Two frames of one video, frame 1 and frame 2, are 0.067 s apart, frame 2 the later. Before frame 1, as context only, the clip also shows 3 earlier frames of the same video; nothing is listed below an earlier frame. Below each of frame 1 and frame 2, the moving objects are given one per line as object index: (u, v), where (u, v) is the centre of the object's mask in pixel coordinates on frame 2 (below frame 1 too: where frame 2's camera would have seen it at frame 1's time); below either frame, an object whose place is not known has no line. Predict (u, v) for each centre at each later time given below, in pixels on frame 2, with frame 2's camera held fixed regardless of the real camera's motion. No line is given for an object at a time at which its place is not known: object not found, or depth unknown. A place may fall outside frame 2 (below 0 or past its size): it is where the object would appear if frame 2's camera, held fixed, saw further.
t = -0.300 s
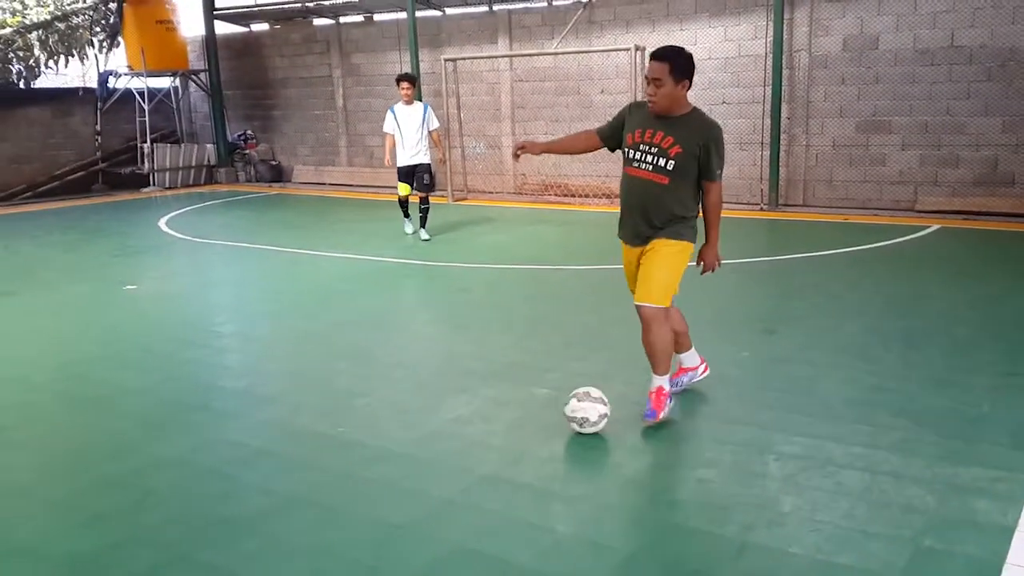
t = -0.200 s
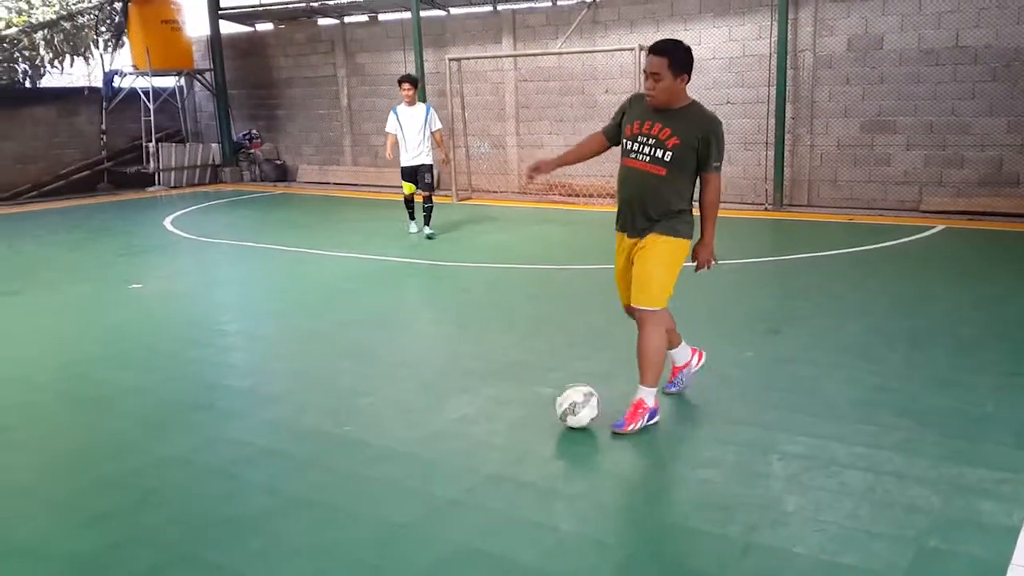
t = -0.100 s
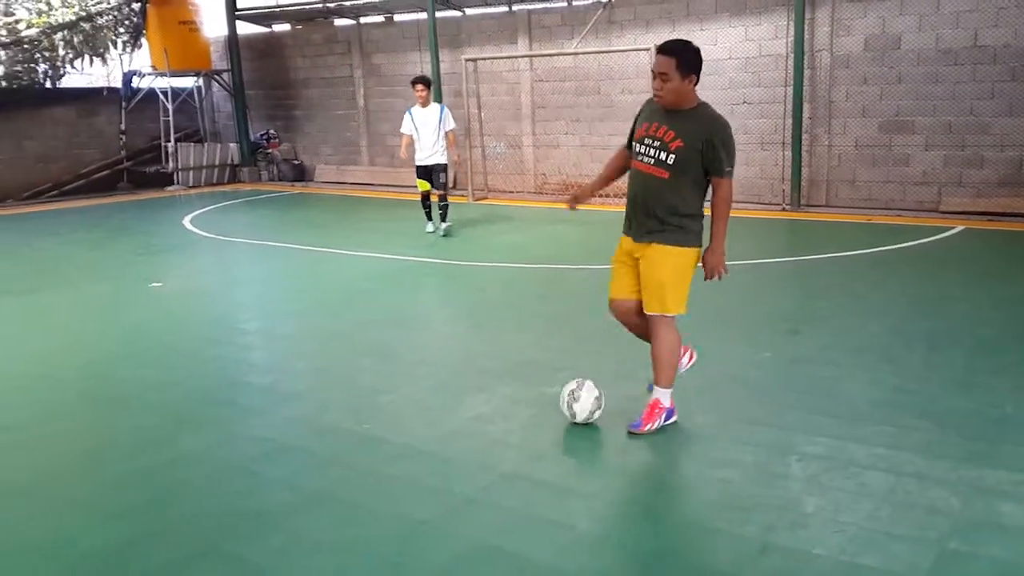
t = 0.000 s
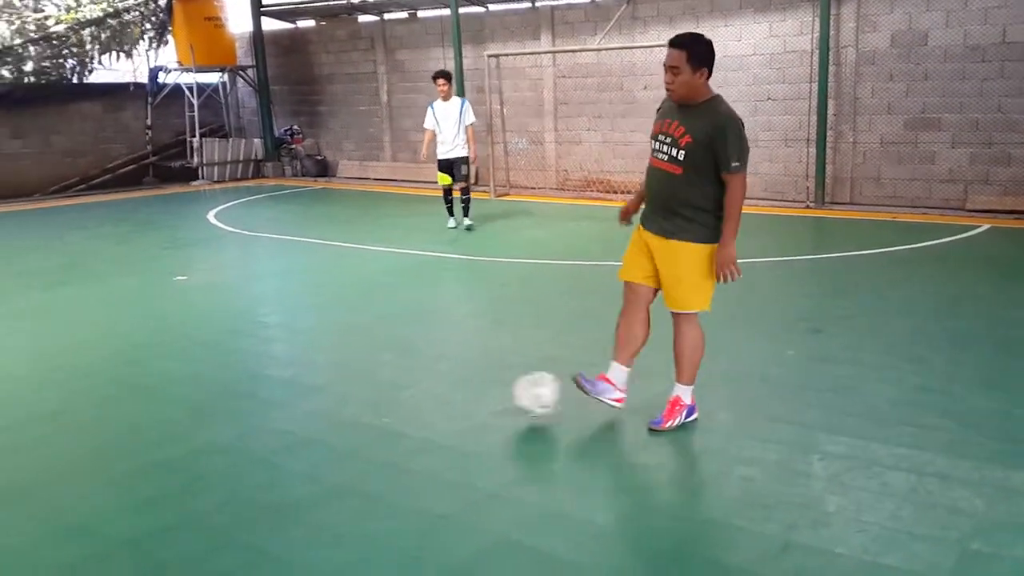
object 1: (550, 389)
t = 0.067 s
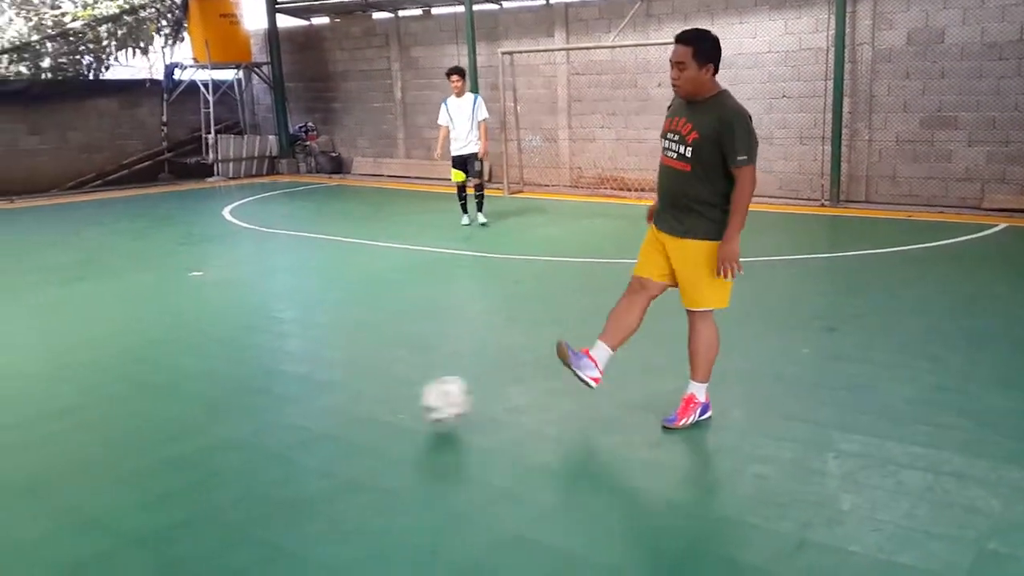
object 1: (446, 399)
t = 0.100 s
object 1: (391, 407)
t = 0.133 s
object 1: (336, 415)
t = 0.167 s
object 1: (286, 415)
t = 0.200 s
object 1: (235, 419)
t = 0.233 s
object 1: (183, 425)
